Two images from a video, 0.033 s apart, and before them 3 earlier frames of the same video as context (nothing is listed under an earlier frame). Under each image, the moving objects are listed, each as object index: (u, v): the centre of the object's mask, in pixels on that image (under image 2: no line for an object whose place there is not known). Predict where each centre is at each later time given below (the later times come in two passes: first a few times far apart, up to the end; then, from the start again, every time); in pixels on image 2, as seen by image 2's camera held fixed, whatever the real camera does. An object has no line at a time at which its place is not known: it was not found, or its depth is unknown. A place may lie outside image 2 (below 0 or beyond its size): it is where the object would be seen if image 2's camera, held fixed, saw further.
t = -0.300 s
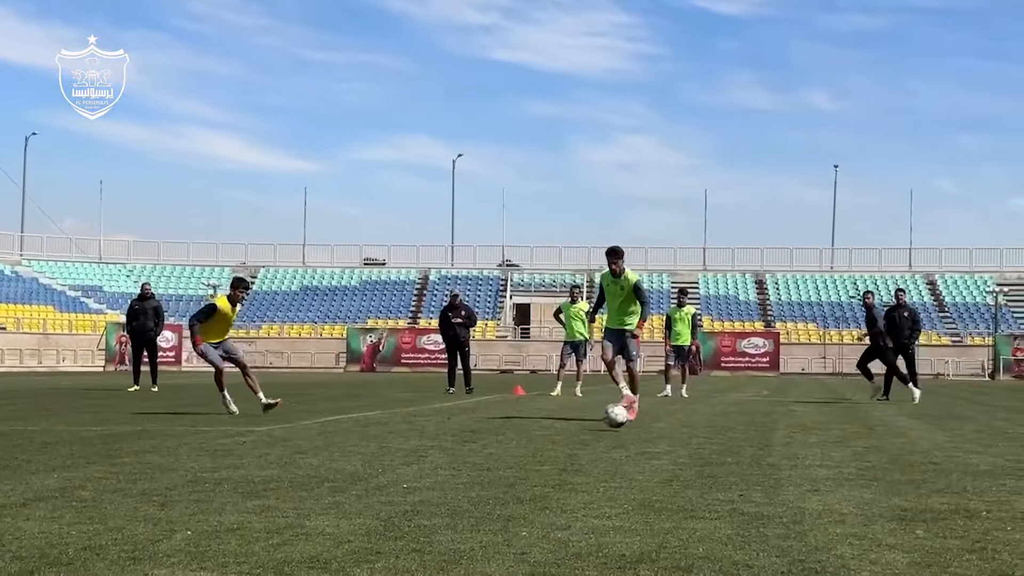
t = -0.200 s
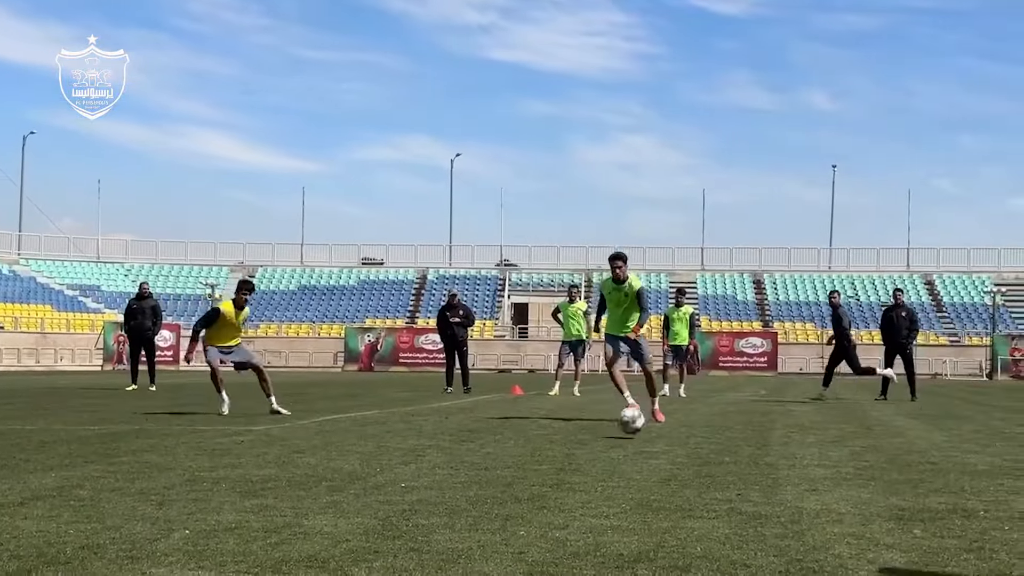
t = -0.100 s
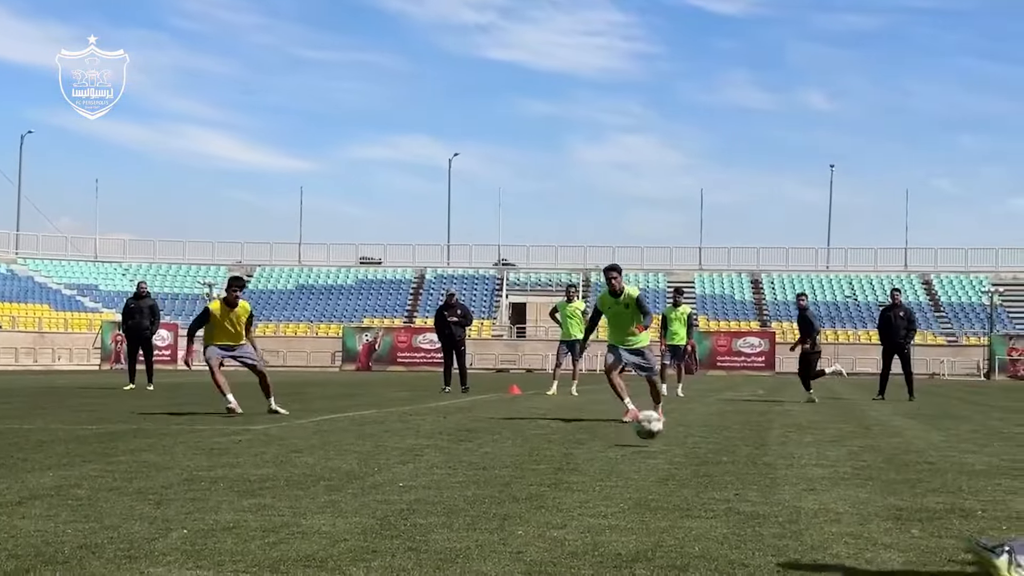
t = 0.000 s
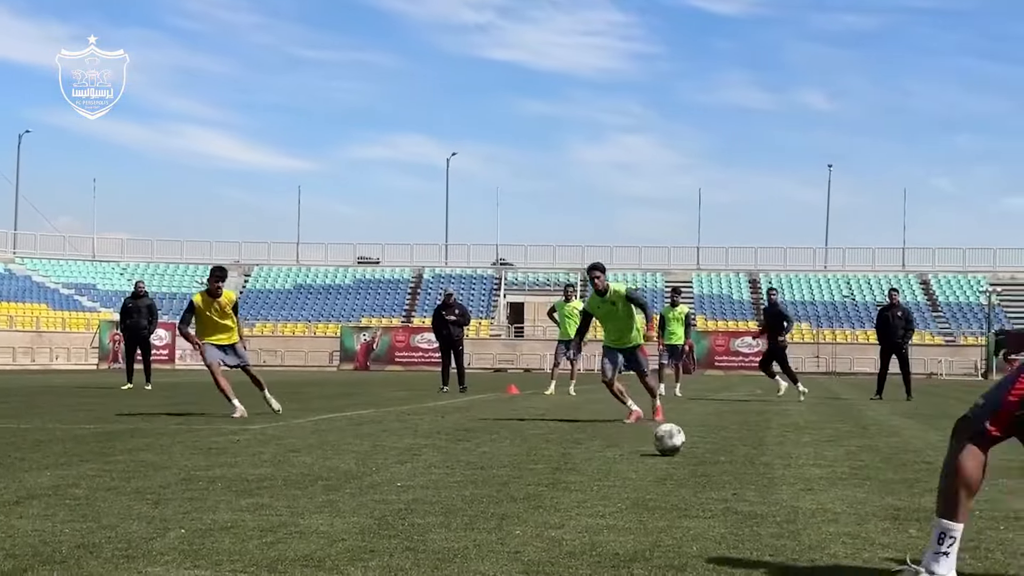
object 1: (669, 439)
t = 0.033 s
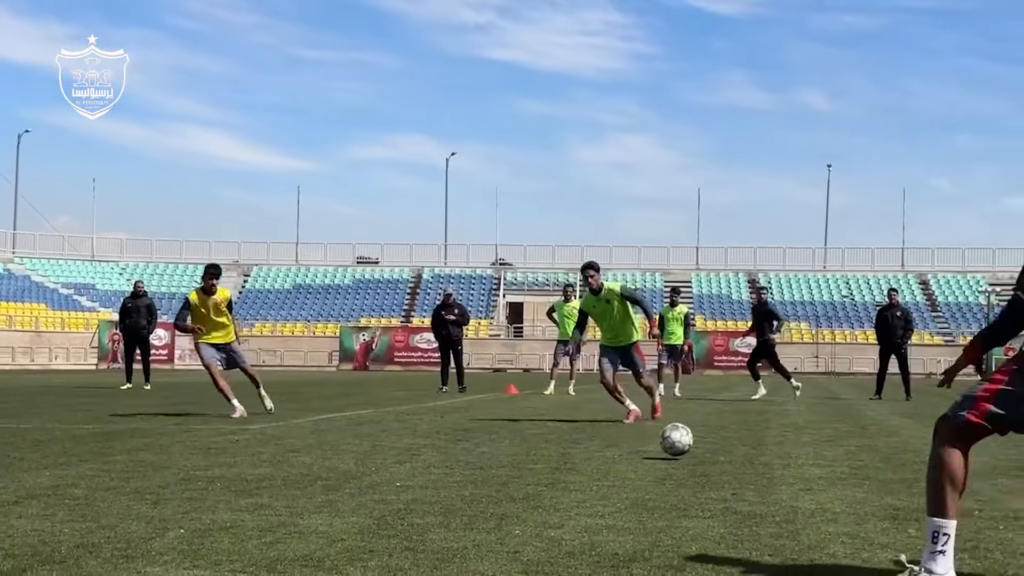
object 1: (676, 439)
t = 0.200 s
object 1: (724, 458)
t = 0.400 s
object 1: (794, 472)
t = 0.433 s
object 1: (809, 480)
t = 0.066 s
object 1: (685, 441)
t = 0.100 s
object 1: (694, 446)
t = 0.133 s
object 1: (704, 452)
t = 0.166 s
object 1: (713, 457)
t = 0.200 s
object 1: (724, 458)
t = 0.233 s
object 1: (736, 462)
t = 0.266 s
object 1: (746, 467)
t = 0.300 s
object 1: (759, 468)
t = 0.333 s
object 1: (770, 468)
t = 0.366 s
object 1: (781, 468)
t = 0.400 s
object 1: (794, 472)
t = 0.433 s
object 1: (809, 480)
